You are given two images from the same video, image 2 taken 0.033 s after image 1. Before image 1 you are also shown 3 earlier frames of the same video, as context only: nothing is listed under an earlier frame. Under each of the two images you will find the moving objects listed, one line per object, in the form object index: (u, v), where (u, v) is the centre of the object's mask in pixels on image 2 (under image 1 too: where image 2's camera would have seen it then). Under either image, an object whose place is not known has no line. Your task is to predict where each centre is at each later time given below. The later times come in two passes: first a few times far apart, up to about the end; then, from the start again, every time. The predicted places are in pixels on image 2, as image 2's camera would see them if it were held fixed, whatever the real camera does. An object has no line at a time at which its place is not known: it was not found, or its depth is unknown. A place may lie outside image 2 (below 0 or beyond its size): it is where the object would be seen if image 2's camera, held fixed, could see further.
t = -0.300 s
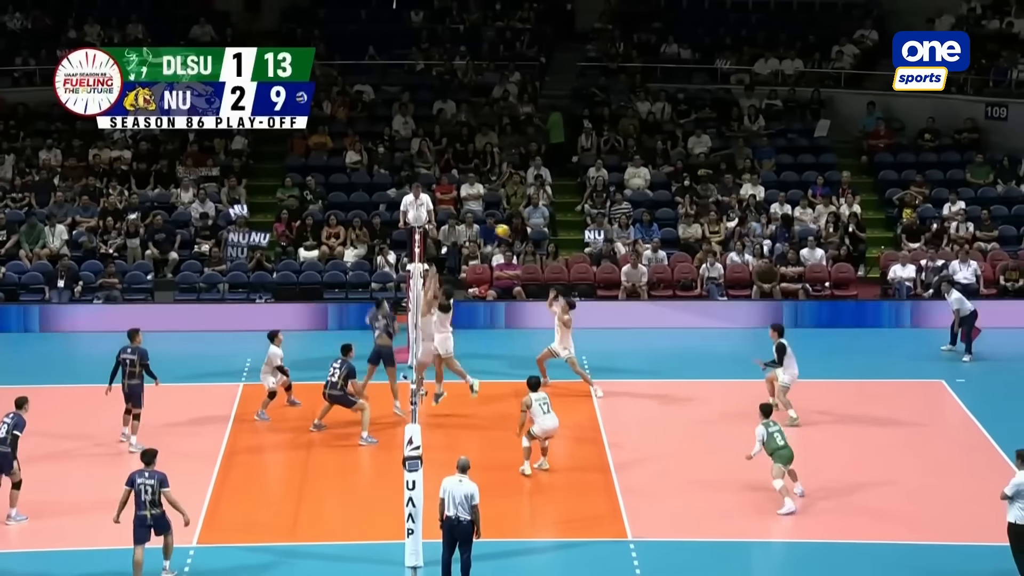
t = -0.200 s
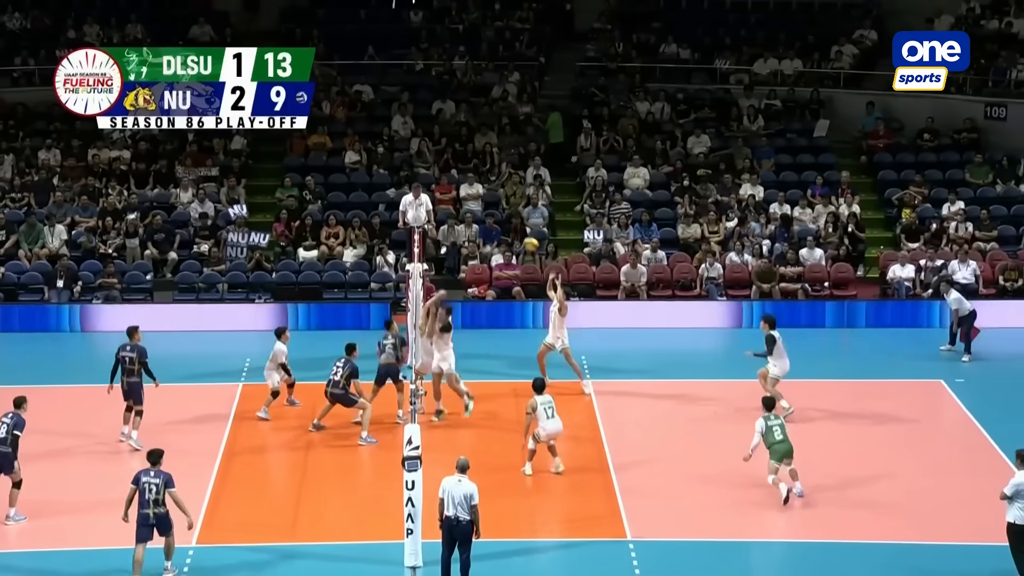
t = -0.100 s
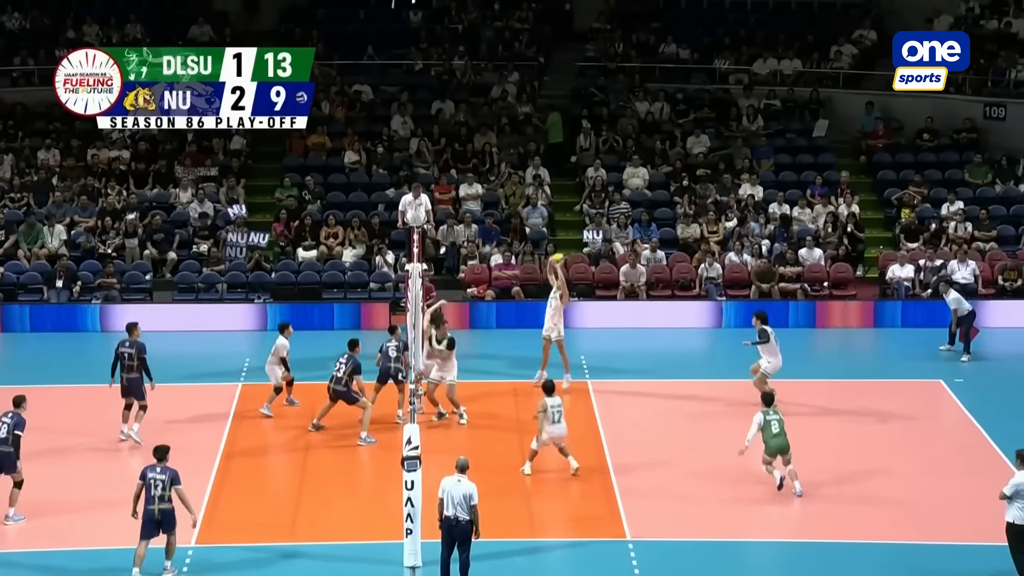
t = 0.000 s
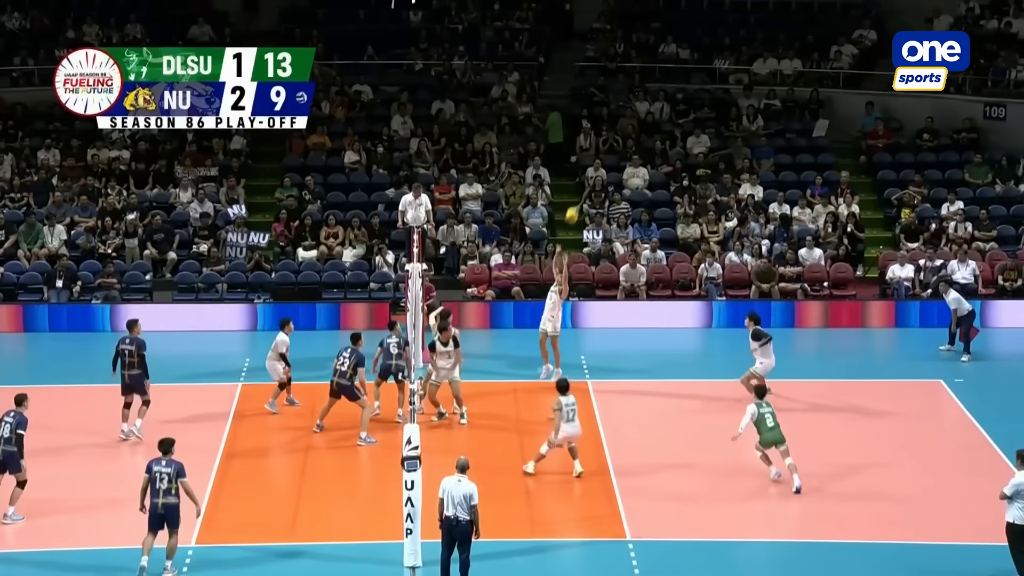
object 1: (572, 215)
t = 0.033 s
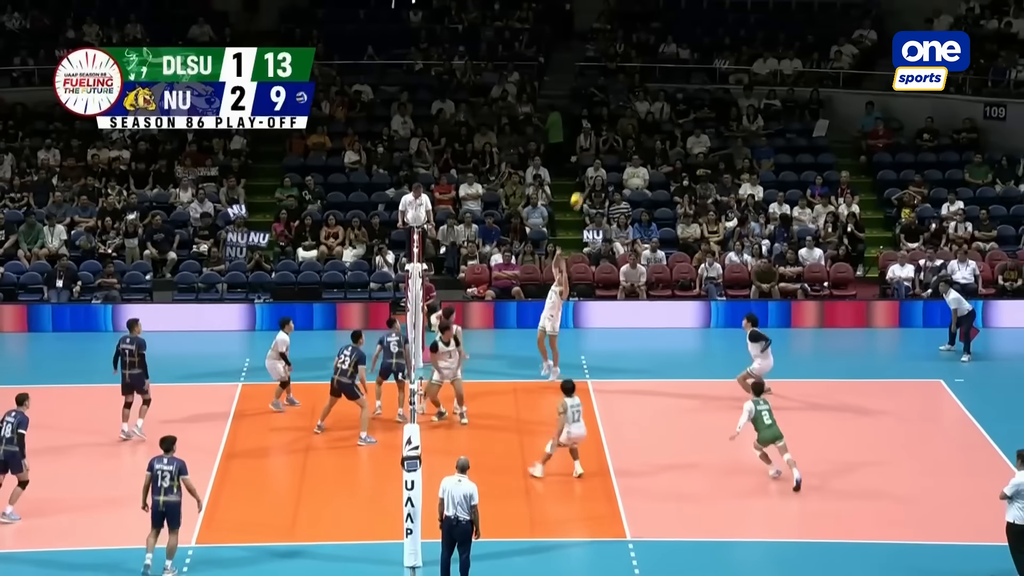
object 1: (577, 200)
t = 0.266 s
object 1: (606, 114)
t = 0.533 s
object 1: (638, 54)
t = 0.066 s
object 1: (581, 186)
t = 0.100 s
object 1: (586, 172)
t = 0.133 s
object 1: (590, 159)
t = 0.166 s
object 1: (594, 146)
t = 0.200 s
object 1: (598, 135)
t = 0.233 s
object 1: (602, 124)
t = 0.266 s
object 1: (606, 114)
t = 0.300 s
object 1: (610, 104)
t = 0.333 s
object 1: (614, 95)
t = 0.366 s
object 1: (618, 87)
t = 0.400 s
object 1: (622, 79)
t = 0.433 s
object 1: (626, 71)
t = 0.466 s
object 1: (630, 65)
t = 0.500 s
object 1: (634, 59)
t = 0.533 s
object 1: (638, 54)
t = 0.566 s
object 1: (642, 49)
